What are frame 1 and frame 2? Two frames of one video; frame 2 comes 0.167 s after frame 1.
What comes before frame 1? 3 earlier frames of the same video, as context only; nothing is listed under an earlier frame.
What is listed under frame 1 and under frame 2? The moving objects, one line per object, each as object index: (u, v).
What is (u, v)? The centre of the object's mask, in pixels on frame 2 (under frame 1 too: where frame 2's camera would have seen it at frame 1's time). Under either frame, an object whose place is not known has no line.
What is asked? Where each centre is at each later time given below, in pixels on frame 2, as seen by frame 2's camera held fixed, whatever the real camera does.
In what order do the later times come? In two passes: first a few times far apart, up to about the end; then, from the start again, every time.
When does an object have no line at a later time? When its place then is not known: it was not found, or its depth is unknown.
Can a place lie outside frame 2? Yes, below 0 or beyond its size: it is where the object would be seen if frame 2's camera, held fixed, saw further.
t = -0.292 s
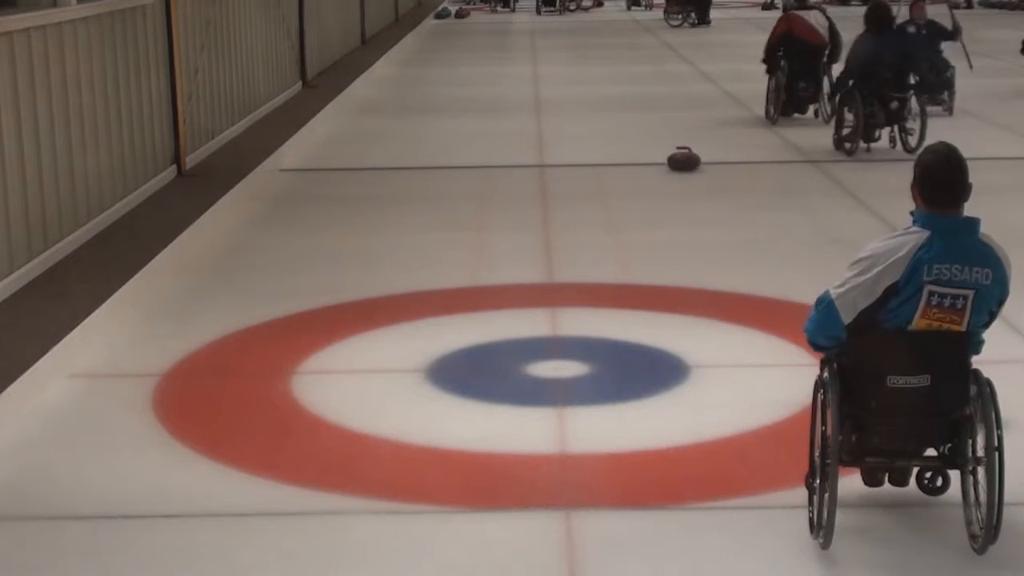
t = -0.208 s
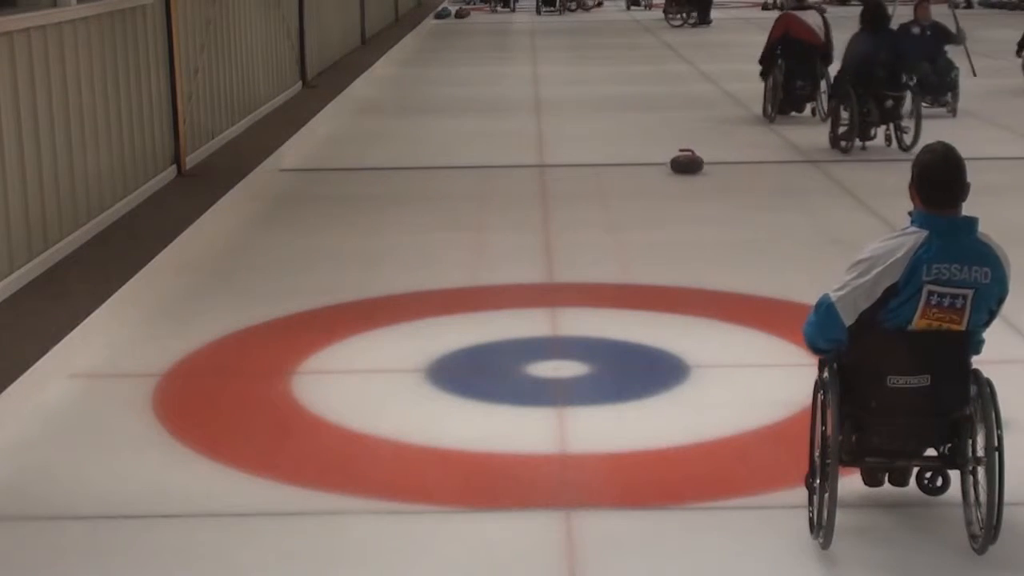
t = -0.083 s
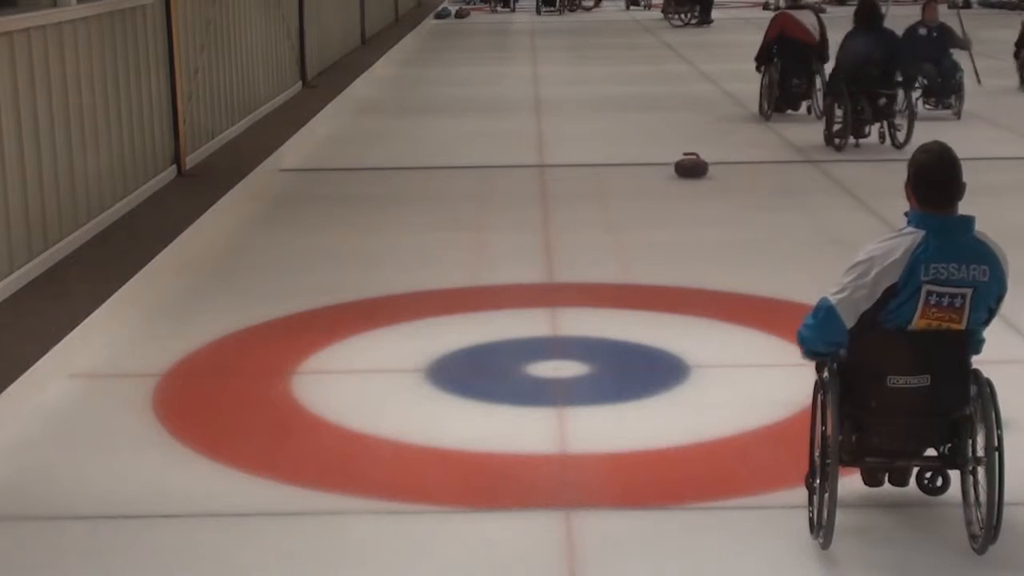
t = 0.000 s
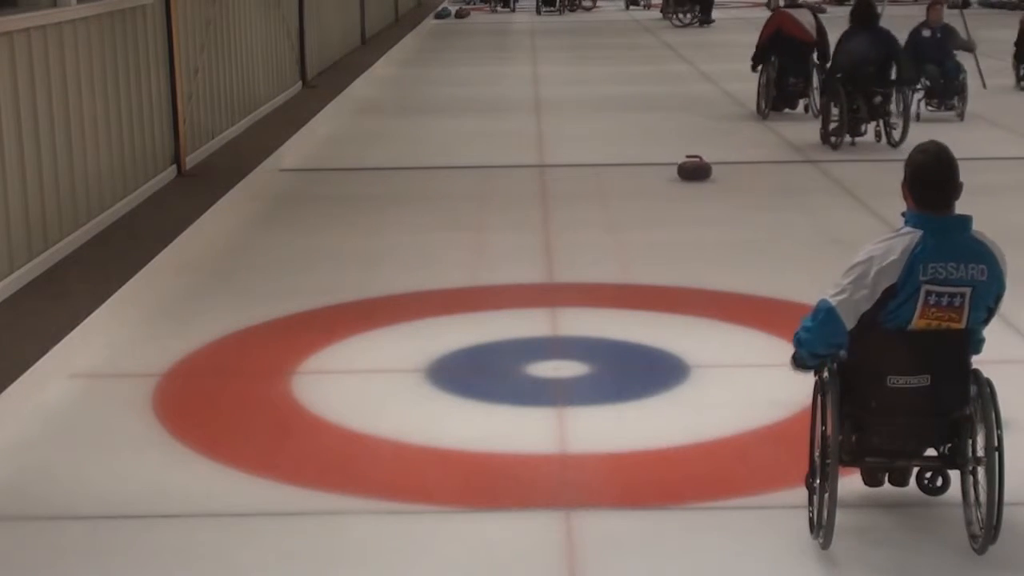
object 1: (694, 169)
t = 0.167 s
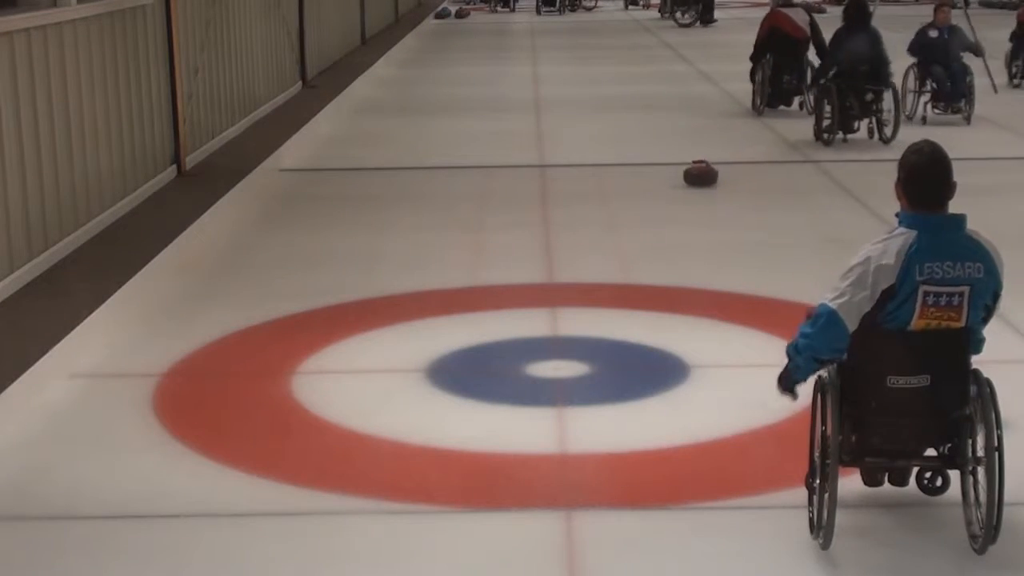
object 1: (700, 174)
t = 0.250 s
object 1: (704, 177)
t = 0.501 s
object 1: (714, 186)
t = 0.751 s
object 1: (726, 195)
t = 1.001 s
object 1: (738, 205)
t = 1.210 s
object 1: (749, 214)
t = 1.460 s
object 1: (762, 225)
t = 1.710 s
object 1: (777, 237)
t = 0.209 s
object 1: (702, 176)
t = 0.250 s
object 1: (704, 177)
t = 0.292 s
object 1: (706, 178)
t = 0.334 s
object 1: (707, 180)
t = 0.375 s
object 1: (709, 181)
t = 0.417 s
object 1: (711, 183)
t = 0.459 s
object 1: (713, 184)
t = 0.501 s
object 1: (714, 186)
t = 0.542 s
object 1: (716, 187)
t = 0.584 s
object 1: (718, 189)
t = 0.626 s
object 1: (720, 190)
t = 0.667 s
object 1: (722, 192)
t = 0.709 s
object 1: (724, 193)
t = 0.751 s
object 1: (726, 195)
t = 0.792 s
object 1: (728, 196)
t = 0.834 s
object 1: (730, 198)
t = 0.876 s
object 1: (732, 200)
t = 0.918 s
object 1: (734, 202)
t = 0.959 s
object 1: (736, 203)
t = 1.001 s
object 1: (738, 205)
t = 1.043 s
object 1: (740, 207)
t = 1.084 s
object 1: (742, 208)
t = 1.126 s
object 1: (744, 210)
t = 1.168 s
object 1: (747, 212)
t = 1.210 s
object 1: (749, 214)
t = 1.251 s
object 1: (751, 215)
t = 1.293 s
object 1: (753, 217)
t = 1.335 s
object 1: (755, 219)
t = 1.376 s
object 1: (758, 221)
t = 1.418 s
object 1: (760, 223)
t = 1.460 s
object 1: (762, 225)
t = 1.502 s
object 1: (765, 227)
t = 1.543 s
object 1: (767, 229)
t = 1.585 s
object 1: (770, 230)
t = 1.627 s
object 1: (772, 232)
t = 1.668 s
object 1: (774, 234)
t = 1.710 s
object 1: (777, 237)
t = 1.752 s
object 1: (779, 239)
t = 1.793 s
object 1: (782, 241)
